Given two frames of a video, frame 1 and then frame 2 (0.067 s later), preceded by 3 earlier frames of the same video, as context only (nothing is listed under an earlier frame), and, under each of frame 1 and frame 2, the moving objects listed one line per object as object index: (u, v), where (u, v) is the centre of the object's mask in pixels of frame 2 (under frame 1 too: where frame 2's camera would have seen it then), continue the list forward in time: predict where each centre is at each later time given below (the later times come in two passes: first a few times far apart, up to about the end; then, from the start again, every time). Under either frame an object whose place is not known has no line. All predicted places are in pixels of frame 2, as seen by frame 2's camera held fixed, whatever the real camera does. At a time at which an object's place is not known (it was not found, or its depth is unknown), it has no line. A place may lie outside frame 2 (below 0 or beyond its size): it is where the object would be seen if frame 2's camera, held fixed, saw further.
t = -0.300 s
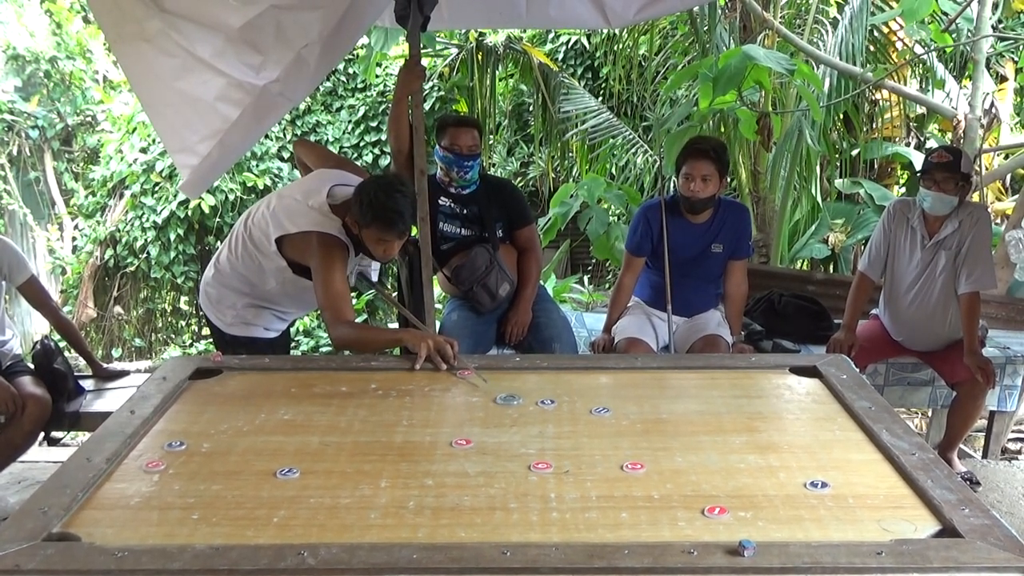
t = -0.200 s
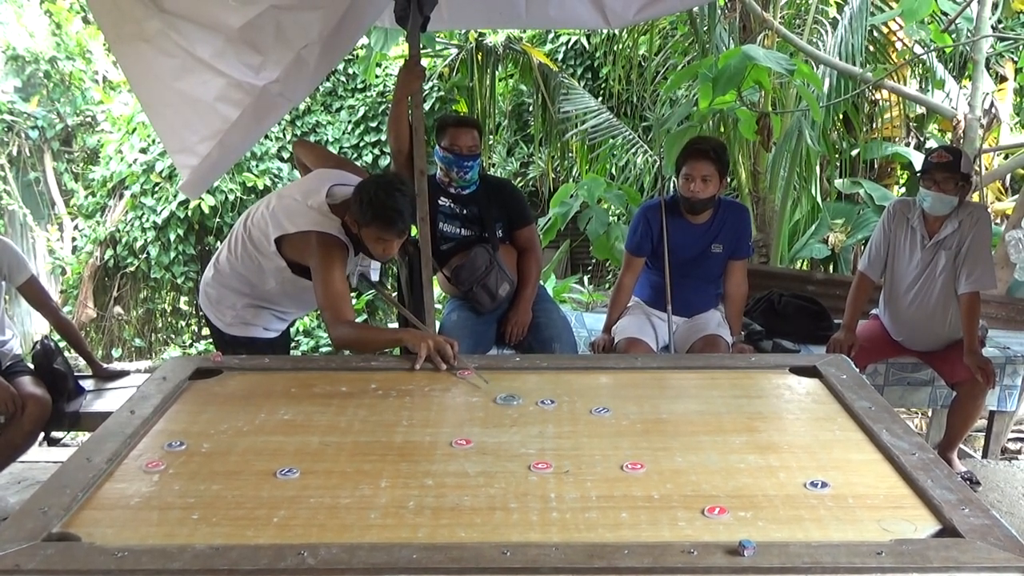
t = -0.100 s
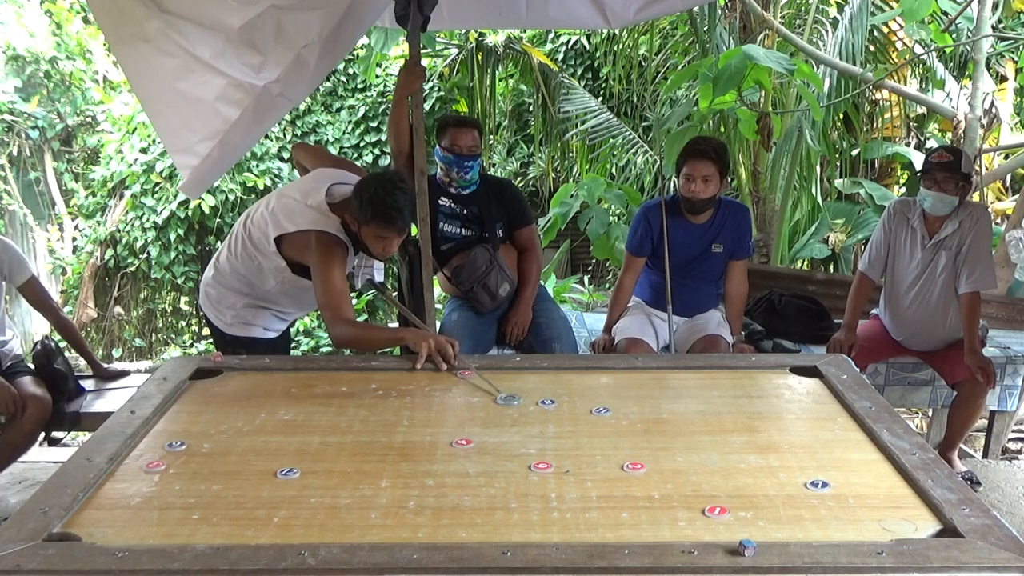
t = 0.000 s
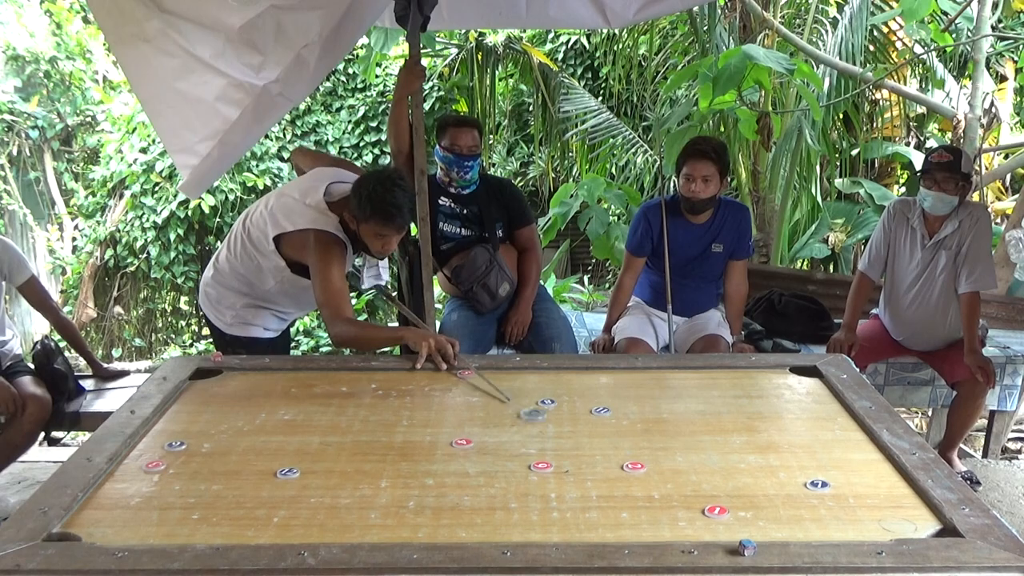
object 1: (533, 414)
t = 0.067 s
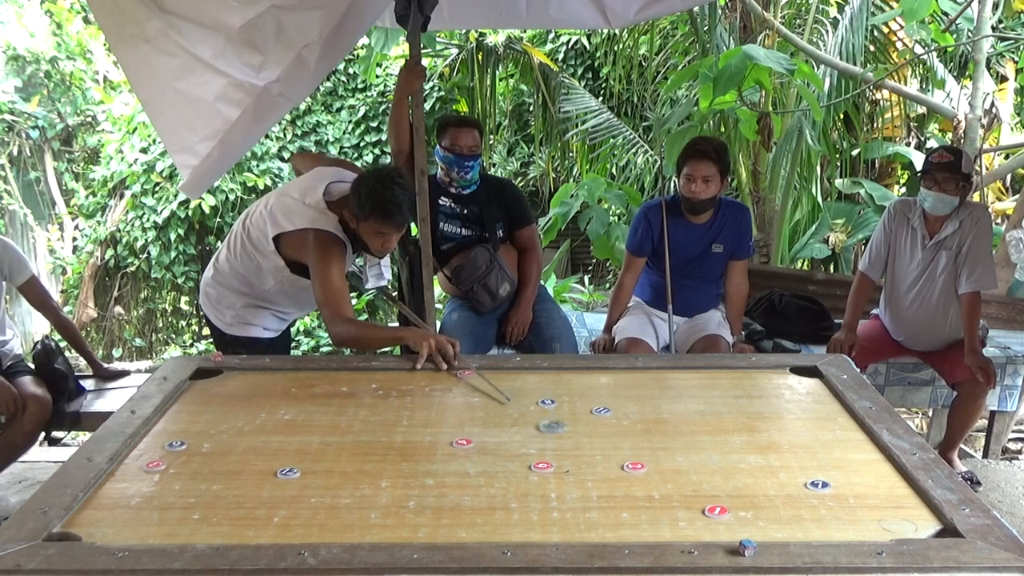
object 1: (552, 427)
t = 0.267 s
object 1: (611, 462)
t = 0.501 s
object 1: (636, 492)
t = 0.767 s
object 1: (661, 519)
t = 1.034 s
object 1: (675, 533)
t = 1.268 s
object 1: (679, 534)
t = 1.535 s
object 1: (679, 534)
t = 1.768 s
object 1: (679, 534)
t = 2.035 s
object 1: (679, 534)
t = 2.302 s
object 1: (679, 534)
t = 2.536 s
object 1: (679, 534)
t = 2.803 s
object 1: (679, 534)
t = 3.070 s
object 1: (679, 534)
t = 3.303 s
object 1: (679, 534)
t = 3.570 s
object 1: (679, 534)
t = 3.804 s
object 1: (679, 534)
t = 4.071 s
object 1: (679, 533)
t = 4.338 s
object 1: (678, 534)
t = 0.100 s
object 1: (562, 432)
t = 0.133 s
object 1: (572, 438)
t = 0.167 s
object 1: (582, 444)
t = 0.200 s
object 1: (592, 450)
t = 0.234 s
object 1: (602, 456)
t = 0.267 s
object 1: (611, 462)
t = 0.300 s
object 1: (615, 467)
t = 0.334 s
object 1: (619, 471)
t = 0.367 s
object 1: (622, 475)
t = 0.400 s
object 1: (626, 480)
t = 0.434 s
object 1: (629, 484)
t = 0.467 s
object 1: (633, 488)
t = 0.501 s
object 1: (636, 492)
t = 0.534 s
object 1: (640, 496)
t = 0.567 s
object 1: (643, 500)
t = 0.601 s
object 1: (646, 503)
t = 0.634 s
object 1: (649, 507)
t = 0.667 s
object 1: (652, 510)
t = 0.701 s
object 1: (655, 513)
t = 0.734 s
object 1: (658, 516)
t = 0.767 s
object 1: (661, 519)
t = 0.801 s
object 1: (663, 522)
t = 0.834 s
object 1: (666, 524)
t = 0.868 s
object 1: (668, 527)
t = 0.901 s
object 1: (669, 528)
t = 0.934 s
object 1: (671, 530)
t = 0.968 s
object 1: (673, 532)
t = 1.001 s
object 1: (674, 533)
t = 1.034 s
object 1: (675, 533)
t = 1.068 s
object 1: (676, 533)
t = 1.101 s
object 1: (677, 534)
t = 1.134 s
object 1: (677, 534)
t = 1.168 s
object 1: (678, 535)
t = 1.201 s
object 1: (679, 534)
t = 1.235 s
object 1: (679, 534)
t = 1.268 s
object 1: (679, 534)
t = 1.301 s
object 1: (679, 534)
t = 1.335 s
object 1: (679, 534)
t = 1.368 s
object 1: (679, 534)
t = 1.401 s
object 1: (679, 534)
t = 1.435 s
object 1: (679, 534)
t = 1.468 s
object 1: (679, 534)
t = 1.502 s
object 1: (679, 534)
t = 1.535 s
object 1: (679, 534)
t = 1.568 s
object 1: (679, 534)
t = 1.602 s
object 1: (679, 534)
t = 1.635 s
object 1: (679, 534)
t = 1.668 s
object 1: (679, 534)
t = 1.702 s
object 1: (679, 534)
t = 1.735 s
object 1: (679, 534)
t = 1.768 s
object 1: (679, 534)
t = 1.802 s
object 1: (679, 534)
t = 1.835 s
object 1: (679, 534)
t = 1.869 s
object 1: (679, 534)
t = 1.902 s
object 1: (679, 534)
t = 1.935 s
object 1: (679, 534)
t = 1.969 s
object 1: (679, 534)
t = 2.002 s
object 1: (679, 534)
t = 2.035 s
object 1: (679, 534)
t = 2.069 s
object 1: (679, 534)
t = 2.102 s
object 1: (679, 534)
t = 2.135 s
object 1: (679, 534)
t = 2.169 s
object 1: (679, 534)
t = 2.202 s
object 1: (679, 534)
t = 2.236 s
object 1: (679, 534)
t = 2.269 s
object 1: (679, 534)
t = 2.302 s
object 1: (679, 534)
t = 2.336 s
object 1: (679, 534)
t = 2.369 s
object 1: (679, 534)
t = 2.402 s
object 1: (679, 534)
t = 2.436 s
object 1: (679, 534)
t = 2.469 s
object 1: (679, 534)
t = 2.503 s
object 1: (679, 534)
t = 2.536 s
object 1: (679, 534)
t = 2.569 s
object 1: (679, 534)
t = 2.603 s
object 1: (679, 534)
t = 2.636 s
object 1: (679, 534)
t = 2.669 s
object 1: (679, 534)
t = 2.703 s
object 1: (679, 534)
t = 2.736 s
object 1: (679, 534)
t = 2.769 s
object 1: (679, 534)
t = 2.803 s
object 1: (679, 534)
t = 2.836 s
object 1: (679, 534)
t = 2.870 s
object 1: (679, 534)
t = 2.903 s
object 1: (679, 534)
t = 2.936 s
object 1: (679, 534)
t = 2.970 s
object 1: (679, 534)
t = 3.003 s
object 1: (679, 534)
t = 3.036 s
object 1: (679, 534)
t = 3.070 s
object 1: (679, 534)
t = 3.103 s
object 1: (679, 534)
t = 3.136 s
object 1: (679, 534)
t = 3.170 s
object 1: (679, 534)
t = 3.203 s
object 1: (679, 534)
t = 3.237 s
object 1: (679, 534)
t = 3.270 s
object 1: (679, 534)
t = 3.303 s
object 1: (679, 534)
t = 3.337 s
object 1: (679, 534)
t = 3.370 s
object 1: (679, 534)
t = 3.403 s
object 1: (679, 534)
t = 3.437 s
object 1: (679, 534)
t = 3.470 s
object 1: (679, 534)
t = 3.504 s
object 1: (679, 534)
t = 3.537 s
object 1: (679, 534)
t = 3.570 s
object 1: (679, 534)
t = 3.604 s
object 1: (679, 534)
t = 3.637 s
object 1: (679, 534)
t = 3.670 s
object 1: (679, 534)
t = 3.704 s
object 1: (679, 534)
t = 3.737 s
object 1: (679, 534)
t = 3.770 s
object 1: (679, 534)
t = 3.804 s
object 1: (679, 534)
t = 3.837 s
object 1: (679, 534)
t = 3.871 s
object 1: (679, 534)
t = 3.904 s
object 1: (679, 534)
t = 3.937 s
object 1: (679, 534)
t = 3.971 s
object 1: (679, 534)
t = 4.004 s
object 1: (679, 534)
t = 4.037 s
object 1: (679, 534)
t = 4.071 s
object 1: (679, 533)
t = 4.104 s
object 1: (678, 534)
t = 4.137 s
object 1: (679, 534)
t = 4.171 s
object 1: (678, 534)
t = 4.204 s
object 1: (679, 534)
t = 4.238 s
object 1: (678, 534)
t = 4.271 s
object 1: (679, 534)
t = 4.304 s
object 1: (678, 534)
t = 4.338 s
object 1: (678, 534)
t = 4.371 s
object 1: (678, 534)
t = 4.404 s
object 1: (678, 534)
